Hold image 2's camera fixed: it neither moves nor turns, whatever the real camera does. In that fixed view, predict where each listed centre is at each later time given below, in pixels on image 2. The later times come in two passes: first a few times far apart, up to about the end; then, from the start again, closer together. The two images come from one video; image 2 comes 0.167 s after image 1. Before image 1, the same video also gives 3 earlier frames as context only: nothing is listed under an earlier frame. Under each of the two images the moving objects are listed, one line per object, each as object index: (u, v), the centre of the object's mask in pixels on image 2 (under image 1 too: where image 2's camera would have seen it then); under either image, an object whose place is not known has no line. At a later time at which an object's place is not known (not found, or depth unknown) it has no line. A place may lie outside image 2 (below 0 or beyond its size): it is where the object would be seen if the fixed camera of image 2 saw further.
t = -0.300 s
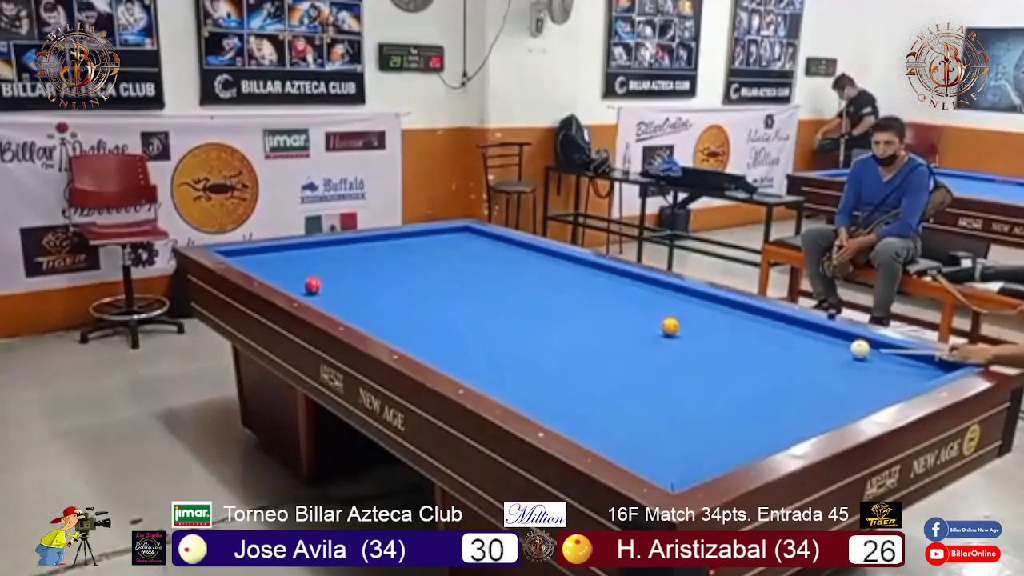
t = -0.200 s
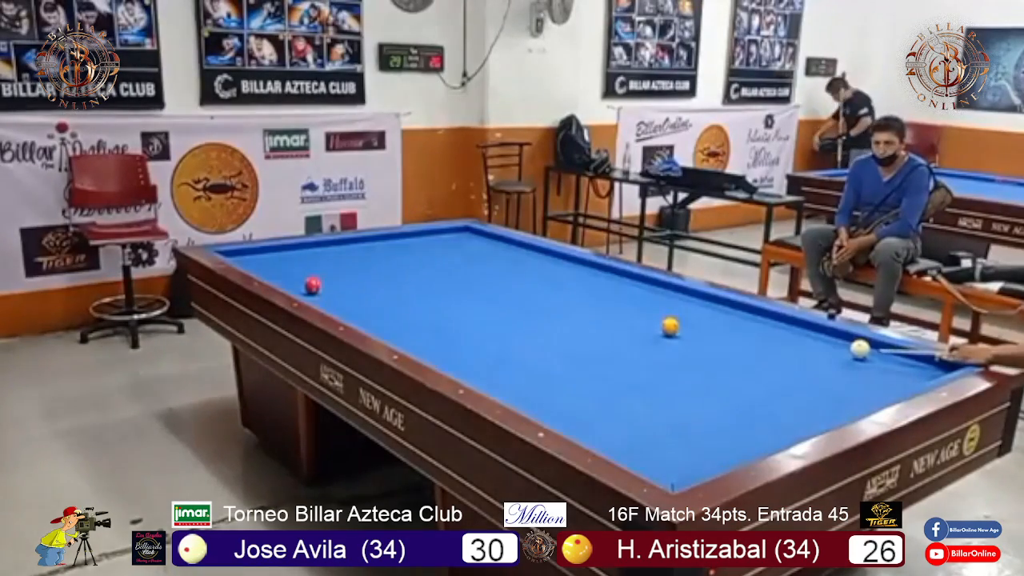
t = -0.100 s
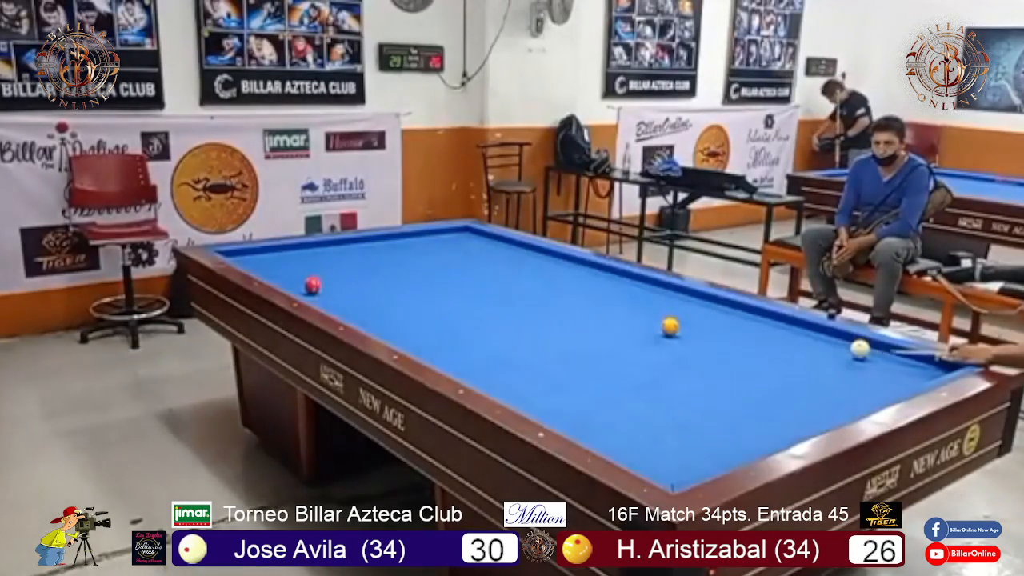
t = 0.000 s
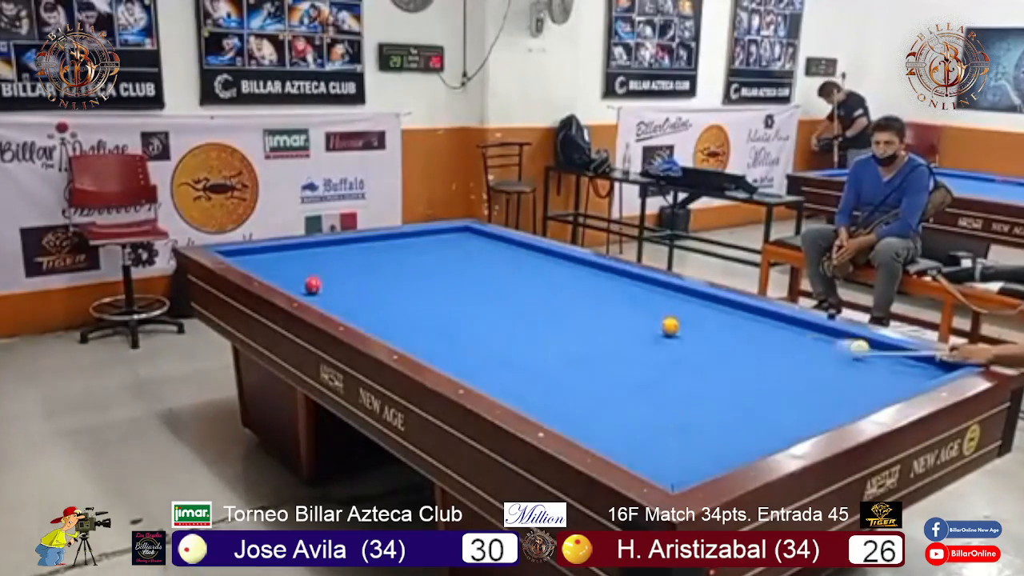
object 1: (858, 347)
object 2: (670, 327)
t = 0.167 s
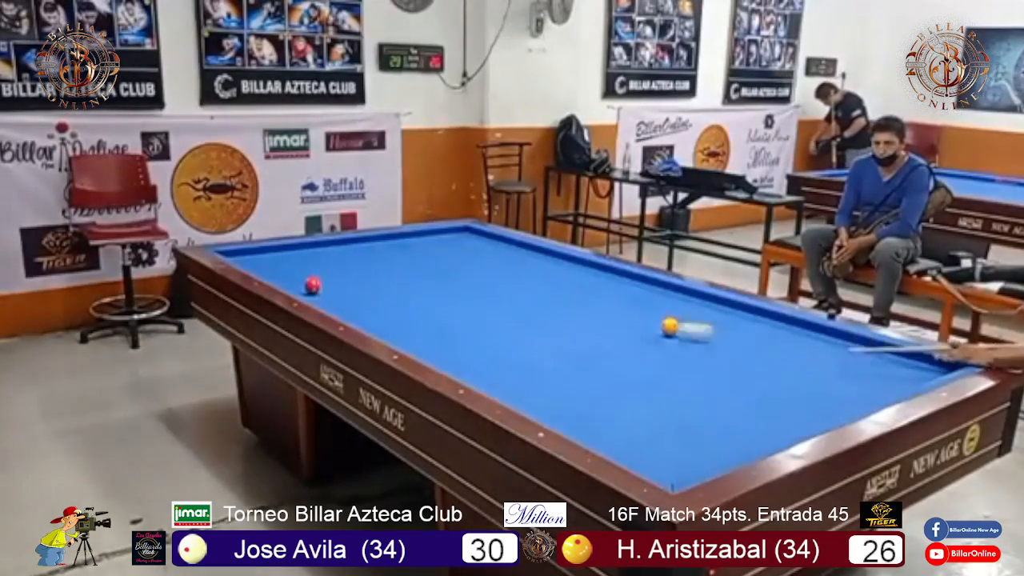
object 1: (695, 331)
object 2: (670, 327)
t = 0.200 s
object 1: (681, 331)
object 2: (657, 322)
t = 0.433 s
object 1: (651, 348)
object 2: (541, 294)
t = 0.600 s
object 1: (636, 363)
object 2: (482, 278)
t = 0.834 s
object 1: (613, 383)
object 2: (411, 260)
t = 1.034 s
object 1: (592, 403)
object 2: (358, 247)
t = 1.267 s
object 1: (579, 423)
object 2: (352, 247)
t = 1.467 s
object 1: (638, 435)
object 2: (372, 258)
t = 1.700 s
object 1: (707, 448)
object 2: (395, 269)
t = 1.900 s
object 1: (736, 440)
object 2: (416, 279)
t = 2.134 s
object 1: (745, 419)
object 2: (444, 293)
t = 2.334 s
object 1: (752, 403)
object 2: (470, 306)
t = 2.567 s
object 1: (760, 386)
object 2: (503, 321)
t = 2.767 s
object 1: (766, 373)
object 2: (535, 337)
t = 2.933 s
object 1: (770, 364)
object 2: (563, 350)
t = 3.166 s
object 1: (775, 351)
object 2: (608, 372)
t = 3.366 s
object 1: (779, 342)
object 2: (650, 393)
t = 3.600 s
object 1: (783, 332)
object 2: (708, 421)
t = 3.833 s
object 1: (787, 322)
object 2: (744, 438)
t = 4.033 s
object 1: (775, 317)
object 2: (707, 425)
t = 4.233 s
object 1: (751, 314)
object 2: (674, 411)
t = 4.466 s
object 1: (723, 311)
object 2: (639, 398)
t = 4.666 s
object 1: (701, 309)
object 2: (612, 386)
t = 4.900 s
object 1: (676, 306)
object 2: (583, 375)
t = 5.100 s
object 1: (655, 304)
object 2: (559, 366)
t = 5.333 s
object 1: (631, 302)
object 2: (535, 356)
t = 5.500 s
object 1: (616, 300)
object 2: (518, 350)
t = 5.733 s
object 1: (595, 298)
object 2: (497, 341)
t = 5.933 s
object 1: (577, 296)
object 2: (480, 335)
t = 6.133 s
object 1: (560, 294)
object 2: (464, 328)
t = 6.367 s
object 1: (541, 292)
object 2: (446, 321)
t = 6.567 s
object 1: (526, 290)
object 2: (432, 315)
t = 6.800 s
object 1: (508, 288)
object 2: (416, 309)
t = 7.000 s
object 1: (494, 287)
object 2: (403, 305)
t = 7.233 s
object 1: (478, 285)
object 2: (390, 299)
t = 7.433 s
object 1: (464, 283)
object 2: (379, 295)
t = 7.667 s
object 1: (450, 282)
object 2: (367, 290)
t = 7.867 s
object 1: (438, 280)
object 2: (357, 286)
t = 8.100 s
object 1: (426, 279)
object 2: (348, 282)
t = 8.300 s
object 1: (415, 278)
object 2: (339, 278)
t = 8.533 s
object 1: (402, 276)
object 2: (329, 274)
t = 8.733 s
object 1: (392, 275)
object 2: (321, 271)
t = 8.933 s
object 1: (383, 275)
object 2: (314, 268)
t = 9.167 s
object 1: (372, 273)
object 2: (305, 265)
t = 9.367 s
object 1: (364, 273)
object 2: (299, 263)
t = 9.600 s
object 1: (354, 271)
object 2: (291, 260)
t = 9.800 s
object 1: (346, 270)
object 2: (285, 258)
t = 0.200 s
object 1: (681, 331)
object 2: (657, 322)
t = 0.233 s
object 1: (675, 334)
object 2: (636, 318)
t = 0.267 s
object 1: (670, 337)
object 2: (618, 313)
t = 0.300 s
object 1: (665, 340)
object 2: (601, 309)
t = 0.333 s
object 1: (661, 342)
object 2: (584, 305)
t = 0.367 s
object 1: (657, 344)
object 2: (569, 301)
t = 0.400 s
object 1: (654, 347)
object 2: (554, 297)
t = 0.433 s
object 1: (651, 348)
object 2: (541, 294)
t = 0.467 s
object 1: (648, 352)
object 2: (528, 291)
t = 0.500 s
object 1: (645, 355)
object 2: (516, 288)
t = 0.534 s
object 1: (642, 357)
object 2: (505, 285)
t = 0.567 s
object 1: (639, 360)
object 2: (494, 281)
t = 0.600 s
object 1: (636, 363)
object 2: (482, 278)
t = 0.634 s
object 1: (633, 366)
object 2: (472, 276)
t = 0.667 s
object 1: (629, 369)
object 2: (461, 274)
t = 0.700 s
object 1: (626, 371)
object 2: (451, 271)
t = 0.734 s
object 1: (623, 374)
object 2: (441, 268)
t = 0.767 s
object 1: (620, 377)
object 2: (430, 266)
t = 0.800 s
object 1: (617, 380)
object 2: (420, 263)
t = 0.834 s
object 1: (613, 383)
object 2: (411, 260)
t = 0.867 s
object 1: (610, 386)
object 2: (402, 258)
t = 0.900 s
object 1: (606, 389)
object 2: (393, 256)
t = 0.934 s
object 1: (603, 393)
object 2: (384, 254)
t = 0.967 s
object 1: (599, 396)
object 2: (375, 251)
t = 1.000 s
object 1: (595, 399)
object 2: (366, 249)
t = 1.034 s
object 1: (592, 403)
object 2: (358, 247)
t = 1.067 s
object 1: (588, 406)
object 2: (350, 244)
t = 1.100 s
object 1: (584, 410)
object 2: (341, 242)
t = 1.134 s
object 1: (580, 413)
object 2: (336, 240)
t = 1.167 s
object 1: (576, 417)
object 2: (339, 242)
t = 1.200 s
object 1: (572, 419)
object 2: (343, 243)
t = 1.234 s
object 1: (570, 420)
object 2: (347, 246)
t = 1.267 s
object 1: (579, 423)
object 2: (352, 247)
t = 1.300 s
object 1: (590, 426)
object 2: (355, 250)
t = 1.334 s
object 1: (600, 428)
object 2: (359, 251)
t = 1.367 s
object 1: (610, 430)
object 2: (362, 253)
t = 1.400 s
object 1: (619, 432)
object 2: (365, 254)
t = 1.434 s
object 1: (628, 433)
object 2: (369, 256)
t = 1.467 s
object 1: (638, 435)
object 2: (372, 258)
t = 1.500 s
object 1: (648, 437)
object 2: (375, 259)
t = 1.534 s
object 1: (657, 439)
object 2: (379, 261)
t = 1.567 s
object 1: (667, 441)
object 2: (382, 263)
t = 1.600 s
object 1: (677, 442)
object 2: (385, 264)
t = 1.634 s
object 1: (687, 444)
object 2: (388, 266)
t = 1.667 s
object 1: (696, 446)
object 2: (392, 267)
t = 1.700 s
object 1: (707, 448)
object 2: (395, 269)
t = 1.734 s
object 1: (717, 449)
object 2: (398, 271)
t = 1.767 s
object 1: (726, 449)
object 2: (402, 272)
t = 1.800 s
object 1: (733, 448)
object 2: (406, 274)
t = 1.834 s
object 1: (733, 445)
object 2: (409, 276)
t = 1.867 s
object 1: (734, 443)
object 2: (413, 278)
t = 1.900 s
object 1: (736, 440)
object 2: (416, 279)
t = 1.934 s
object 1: (738, 437)
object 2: (421, 282)
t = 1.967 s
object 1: (739, 434)
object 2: (424, 283)
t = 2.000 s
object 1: (740, 431)
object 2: (428, 285)
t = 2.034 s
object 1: (742, 428)
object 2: (432, 287)
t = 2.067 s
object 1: (743, 425)
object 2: (436, 289)
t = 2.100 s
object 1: (744, 422)
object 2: (440, 291)
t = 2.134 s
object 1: (745, 419)
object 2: (444, 293)
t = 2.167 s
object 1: (746, 416)
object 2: (449, 295)
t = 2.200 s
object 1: (748, 413)
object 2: (453, 297)
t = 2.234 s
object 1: (749, 411)
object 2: (457, 299)
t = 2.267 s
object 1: (750, 408)
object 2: (461, 301)
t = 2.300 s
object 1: (751, 405)
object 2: (466, 303)
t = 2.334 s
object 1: (752, 403)
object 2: (470, 306)
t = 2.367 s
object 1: (754, 400)
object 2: (475, 308)
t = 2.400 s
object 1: (755, 398)
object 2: (479, 310)
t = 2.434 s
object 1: (756, 395)
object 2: (484, 312)
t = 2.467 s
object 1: (757, 393)
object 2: (488, 314)
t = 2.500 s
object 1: (758, 391)
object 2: (493, 317)
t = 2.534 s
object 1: (759, 388)
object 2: (498, 319)
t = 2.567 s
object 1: (760, 386)
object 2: (503, 321)
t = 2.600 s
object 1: (761, 383)
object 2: (509, 325)
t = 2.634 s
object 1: (762, 381)
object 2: (513, 326)
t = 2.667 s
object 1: (763, 380)
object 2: (519, 329)
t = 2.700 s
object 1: (764, 378)
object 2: (524, 332)
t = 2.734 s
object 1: (765, 376)
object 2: (529, 334)
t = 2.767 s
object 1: (766, 373)
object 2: (535, 337)
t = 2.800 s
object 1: (767, 372)
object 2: (540, 339)
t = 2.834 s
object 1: (767, 369)
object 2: (546, 342)
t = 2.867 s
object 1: (768, 367)
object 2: (551, 345)
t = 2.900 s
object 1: (769, 365)
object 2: (557, 347)
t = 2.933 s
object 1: (770, 364)
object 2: (563, 350)
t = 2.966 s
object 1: (770, 362)
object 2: (569, 353)
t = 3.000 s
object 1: (771, 360)
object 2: (575, 357)
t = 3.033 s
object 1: (772, 358)
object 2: (581, 359)
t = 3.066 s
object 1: (773, 357)
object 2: (588, 363)
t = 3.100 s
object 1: (773, 355)
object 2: (594, 366)
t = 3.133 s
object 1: (774, 353)
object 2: (601, 369)
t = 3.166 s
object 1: (775, 351)
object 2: (608, 372)
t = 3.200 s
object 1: (775, 349)
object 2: (615, 376)
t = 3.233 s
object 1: (776, 348)
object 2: (621, 379)
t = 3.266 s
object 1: (777, 347)
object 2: (628, 382)
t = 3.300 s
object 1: (778, 345)
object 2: (636, 386)
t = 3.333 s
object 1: (778, 343)
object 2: (643, 390)
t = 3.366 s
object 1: (779, 342)
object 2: (650, 393)
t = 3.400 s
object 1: (780, 341)
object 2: (658, 397)
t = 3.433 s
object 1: (780, 339)
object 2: (666, 400)
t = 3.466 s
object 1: (781, 338)
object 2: (674, 404)
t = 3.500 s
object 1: (781, 336)
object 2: (682, 408)
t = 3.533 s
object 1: (782, 335)
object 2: (691, 412)
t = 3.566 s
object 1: (783, 333)
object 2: (699, 416)
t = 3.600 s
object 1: (783, 332)
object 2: (708, 421)
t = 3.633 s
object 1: (784, 331)
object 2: (717, 425)
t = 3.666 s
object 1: (784, 329)
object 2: (726, 429)
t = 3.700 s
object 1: (784, 328)
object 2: (735, 433)
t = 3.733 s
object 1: (785, 326)
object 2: (744, 438)
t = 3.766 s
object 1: (786, 325)
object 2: (753, 439)
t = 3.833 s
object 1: (787, 322)
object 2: (744, 438)
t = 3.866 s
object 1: (787, 321)
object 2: (737, 437)
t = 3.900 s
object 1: (787, 320)
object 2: (731, 434)
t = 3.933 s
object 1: (787, 319)
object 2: (725, 431)
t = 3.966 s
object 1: (783, 318)
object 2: (719, 429)
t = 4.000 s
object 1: (779, 318)
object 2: (713, 427)
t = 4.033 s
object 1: (775, 317)
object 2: (707, 425)
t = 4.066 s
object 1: (771, 317)
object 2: (701, 422)
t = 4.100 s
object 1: (767, 316)
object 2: (695, 420)
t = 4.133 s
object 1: (763, 316)
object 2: (690, 418)
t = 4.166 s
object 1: (759, 315)
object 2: (684, 415)
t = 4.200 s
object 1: (755, 315)
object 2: (679, 413)
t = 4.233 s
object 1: (751, 314)
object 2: (674, 411)
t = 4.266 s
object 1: (747, 314)
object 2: (669, 409)
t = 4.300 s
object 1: (743, 313)
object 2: (663, 407)
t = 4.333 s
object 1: (739, 313)
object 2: (658, 405)
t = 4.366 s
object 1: (735, 313)
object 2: (653, 403)
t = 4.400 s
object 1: (731, 312)
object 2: (648, 401)
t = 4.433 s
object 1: (727, 312)
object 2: (644, 399)
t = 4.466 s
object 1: (723, 311)
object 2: (639, 398)
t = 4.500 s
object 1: (719, 311)
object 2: (634, 396)
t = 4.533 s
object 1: (715, 310)
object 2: (629, 394)
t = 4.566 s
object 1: (711, 310)
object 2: (625, 392)
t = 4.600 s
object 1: (708, 310)
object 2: (621, 390)
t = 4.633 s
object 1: (704, 309)
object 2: (616, 389)
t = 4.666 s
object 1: (701, 309)
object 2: (612, 386)
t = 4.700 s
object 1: (697, 308)
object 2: (607, 385)
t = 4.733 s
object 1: (694, 308)
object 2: (603, 384)
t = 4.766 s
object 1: (690, 307)
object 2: (599, 382)
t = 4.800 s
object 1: (686, 307)
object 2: (595, 381)
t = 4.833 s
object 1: (683, 306)
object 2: (591, 379)
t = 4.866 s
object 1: (680, 306)
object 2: (587, 377)
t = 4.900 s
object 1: (676, 306)
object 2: (583, 375)
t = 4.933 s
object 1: (672, 305)
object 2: (579, 374)
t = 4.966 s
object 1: (669, 305)
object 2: (575, 372)
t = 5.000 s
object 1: (666, 305)
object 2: (571, 371)
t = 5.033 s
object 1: (662, 304)
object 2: (567, 369)
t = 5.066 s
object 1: (658, 304)
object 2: (563, 368)
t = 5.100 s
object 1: (655, 304)
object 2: (559, 366)
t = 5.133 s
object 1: (652, 304)
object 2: (556, 365)
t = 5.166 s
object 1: (648, 303)
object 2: (552, 363)
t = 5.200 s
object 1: (644, 303)
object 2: (548, 362)
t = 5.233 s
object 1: (641, 303)
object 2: (545, 361)
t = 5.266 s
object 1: (638, 303)
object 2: (542, 359)
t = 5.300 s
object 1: (635, 302)
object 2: (538, 358)
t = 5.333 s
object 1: (631, 302)
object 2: (535, 356)
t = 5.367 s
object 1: (628, 301)
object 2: (531, 355)
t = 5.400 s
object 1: (625, 301)
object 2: (528, 354)
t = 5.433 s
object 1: (622, 301)
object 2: (525, 353)
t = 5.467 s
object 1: (619, 300)
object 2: (522, 351)
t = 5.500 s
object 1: (616, 300)
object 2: (518, 350)
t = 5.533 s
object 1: (613, 300)
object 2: (515, 349)
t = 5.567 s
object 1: (610, 300)
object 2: (512, 347)
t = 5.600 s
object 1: (607, 299)
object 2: (509, 346)
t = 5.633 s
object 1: (604, 298)
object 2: (506, 345)
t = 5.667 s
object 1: (601, 298)
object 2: (503, 344)
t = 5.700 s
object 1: (598, 298)
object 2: (500, 342)
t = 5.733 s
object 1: (595, 298)
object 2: (497, 341)
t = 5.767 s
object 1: (592, 297)
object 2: (494, 340)
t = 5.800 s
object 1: (589, 297)
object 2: (491, 339)
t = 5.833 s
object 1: (585, 297)
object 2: (489, 338)
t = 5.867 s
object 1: (582, 296)
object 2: (485, 337)
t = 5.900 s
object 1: (580, 296)
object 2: (482, 335)
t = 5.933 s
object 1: (577, 296)
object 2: (480, 335)
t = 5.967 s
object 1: (574, 295)
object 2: (477, 333)
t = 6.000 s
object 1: (571, 295)
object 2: (474, 332)
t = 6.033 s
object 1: (568, 295)
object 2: (471, 331)
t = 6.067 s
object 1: (566, 295)
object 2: (469, 330)
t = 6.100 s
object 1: (563, 294)
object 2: (466, 329)
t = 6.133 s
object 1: (560, 294)
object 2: (464, 328)
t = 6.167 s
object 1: (557, 293)
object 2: (461, 327)
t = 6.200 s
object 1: (555, 293)
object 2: (459, 326)
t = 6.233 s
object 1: (552, 293)
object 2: (456, 325)
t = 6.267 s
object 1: (550, 293)
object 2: (453, 324)
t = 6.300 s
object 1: (547, 292)
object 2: (451, 323)
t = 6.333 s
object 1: (544, 292)
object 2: (448, 322)
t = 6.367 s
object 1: (541, 292)
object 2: (446, 321)
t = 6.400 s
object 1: (539, 292)
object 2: (443, 320)
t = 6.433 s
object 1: (536, 291)
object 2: (441, 319)
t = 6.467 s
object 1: (534, 291)
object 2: (438, 318)
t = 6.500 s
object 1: (530, 291)
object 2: (436, 317)
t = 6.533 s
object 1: (528, 291)
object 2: (434, 316)
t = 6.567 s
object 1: (526, 290)
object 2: (432, 315)
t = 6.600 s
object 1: (523, 290)
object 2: (429, 314)
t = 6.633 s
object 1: (521, 289)
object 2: (427, 314)
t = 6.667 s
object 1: (518, 289)
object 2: (425, 313)
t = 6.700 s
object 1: (515, 289)
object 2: (423, 312)
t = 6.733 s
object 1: (513, 288)
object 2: (420, 311)
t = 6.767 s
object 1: (511, 288)
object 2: (419, 310)
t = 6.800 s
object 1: (508, 288)
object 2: (416, 309)
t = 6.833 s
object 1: (506, 288)
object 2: (414, 308)
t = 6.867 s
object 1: (503, 287)
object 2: (412, 307)
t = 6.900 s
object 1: (500, 287)
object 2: (410, 307)
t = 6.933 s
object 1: (498, 287)
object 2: (408, 306)
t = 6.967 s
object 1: (496, 287)
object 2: (406, 305)
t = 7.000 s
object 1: (494, 287)
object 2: (403, 305)
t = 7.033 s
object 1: (491, 287)
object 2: (402, 304)
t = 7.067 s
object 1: (489, 286)
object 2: (399, 303)
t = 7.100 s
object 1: (486, 286)
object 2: (397, 302)
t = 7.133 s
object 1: (484, 285)
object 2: (396, 301)
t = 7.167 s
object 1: (482, 285)
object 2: (394, 300)
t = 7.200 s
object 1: (480, 285)
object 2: (392, 299)
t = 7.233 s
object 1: (478, 285)
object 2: (390, 299)
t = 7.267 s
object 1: (475, 284)
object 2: (388, 298)
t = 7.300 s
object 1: (473, 284)
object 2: (386, 298)
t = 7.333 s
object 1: (471, 284)
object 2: (384, 297)
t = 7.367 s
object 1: (469, 284)
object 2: (383, 296)
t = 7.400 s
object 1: (467, 284)
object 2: (381, 295)
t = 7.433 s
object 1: (464, 283)
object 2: (379, 295)
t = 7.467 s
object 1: (462, 283)
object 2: (377, 294)
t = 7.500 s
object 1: (460, 283)
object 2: (375, 293)
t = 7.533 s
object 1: (458, 283)
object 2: (374, 292)
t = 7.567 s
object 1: (456, 282)
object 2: (372, 292)
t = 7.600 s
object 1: (454, 282)
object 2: (370, 291)
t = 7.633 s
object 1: (452, 282)
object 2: (368, 290)
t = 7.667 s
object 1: (450, 282)
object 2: (367, 290)
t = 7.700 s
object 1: (448, 281)
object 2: (365, 289)
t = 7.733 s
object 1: (445, 281)
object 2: (364, 288)
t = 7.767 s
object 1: (443, 281)
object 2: (361, 288)
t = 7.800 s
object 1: (441, 281)
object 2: (360, 287)
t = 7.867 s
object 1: (438, 280)
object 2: (357, 286)
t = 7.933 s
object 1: (436, 280)
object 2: (355, 285)
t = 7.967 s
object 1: (433, 280)
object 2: (354, 285)
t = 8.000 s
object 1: (431, 280)
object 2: (352, 284)
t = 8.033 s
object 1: (430, 280)
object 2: (351, 283)
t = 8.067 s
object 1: (428, 279)
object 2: (349, 283)
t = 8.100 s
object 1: (426, 279)
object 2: (348, 282)
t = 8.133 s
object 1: (424, 279)
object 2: (346, 281)
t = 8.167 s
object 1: (422, 278)
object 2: (345, 280)
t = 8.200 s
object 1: (420, 279)
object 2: (343, 280)
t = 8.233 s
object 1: (419, 278)
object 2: (342, 279)
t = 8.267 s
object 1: (416, 278)
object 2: (340, 279)
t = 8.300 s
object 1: (415, 278)
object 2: (339, 278)
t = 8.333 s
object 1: (413, 278)
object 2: (338, 277)
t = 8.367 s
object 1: (411, 277)
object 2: (336, 277)
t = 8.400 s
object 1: (410, 277)
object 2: (334, 276)
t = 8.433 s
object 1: (407, 277)
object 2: (333, 276)
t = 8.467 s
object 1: (406, 277)
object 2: (332, 275)
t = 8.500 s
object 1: (404, 277)
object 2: (330, 275)
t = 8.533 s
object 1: (402, 276)
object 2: (329, 274)
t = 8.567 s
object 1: (401, 276)
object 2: (328, 274)
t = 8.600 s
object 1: (399, 276)
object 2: (327, 273)
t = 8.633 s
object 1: (397, 276)
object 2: (326, 273)
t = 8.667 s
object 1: (396, 276)
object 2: (324, 273)
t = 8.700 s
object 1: (394, 276)
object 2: (323, 272)
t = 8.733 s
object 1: (392, 275)
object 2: (321, 271)
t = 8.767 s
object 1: (391, 275)
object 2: (320, 271)
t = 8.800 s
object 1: (389, 275)
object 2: (318, 270)
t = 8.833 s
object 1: (387, 275)
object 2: (317, 270)
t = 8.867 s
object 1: (385, 275)
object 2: (316, 269)
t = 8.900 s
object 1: (384, 275)
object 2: (315, 269)
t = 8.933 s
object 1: (383, 275)
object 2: (314, 268)
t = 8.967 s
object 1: (381, 275)
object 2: (313, 268)
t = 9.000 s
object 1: (380, 274)
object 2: (312, 268)
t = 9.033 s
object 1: (378, 274)
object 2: (310, 267)
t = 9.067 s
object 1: (376, 274)
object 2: (309, 267)
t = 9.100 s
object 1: (374, 273)
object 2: (308, 266)
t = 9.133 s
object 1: (373, 273)
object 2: (307, 266)
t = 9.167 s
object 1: (372, 273)
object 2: (305, 265)
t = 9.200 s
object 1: (370, 273)
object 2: (304, 264)
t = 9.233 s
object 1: (369, 273)
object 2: (303, 264)
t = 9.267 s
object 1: (367, 273)
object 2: (302, 264)
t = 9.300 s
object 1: (366, 273)
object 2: (301, 264)
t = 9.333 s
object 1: (365, 273)
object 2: (300, 263)
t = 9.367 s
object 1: (364, 273)
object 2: (299, 263)
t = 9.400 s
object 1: (362, 272)
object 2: (298, 262)
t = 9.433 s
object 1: (361, 272)
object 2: (297, 262)
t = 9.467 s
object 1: (359, 272)
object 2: (296, 261)
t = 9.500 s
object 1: (358, 272)
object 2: (295, 261)
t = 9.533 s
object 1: (357, 272)
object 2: (293, 260)
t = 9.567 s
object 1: (355, 271)
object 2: (292, 260)
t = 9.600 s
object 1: (354, 271)
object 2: (291, 260)
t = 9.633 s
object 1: (353, 271)
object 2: (290, 259)
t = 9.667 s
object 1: (351, 271)
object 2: (289, 259)
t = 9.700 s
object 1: (350, 271)
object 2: (288, 259)
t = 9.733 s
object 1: (349, 271)
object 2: (287, 258)
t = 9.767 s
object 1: (347, 271)
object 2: (286, 258)
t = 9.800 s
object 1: (346, 270)
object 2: (285, 258)
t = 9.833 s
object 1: (345, 270)
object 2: (285, 257)
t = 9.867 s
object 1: (343, 270)
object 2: (284, 257)
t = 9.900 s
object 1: (342, 270)
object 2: (283, 257)
